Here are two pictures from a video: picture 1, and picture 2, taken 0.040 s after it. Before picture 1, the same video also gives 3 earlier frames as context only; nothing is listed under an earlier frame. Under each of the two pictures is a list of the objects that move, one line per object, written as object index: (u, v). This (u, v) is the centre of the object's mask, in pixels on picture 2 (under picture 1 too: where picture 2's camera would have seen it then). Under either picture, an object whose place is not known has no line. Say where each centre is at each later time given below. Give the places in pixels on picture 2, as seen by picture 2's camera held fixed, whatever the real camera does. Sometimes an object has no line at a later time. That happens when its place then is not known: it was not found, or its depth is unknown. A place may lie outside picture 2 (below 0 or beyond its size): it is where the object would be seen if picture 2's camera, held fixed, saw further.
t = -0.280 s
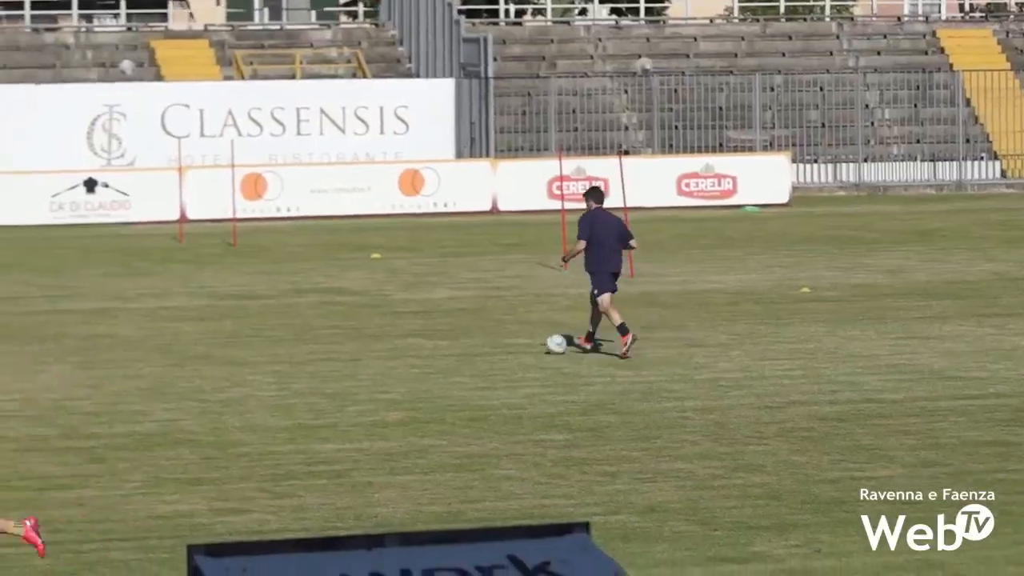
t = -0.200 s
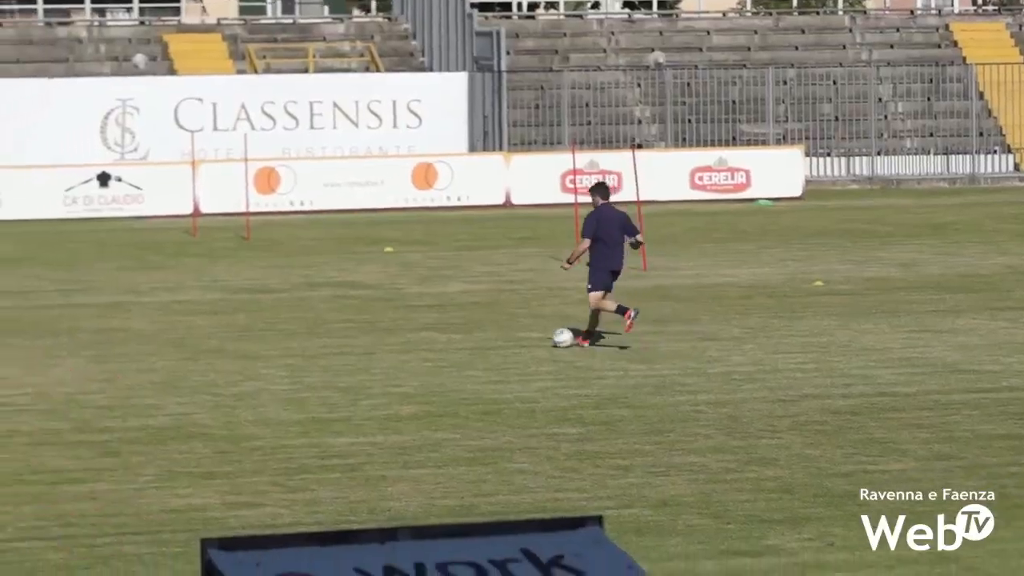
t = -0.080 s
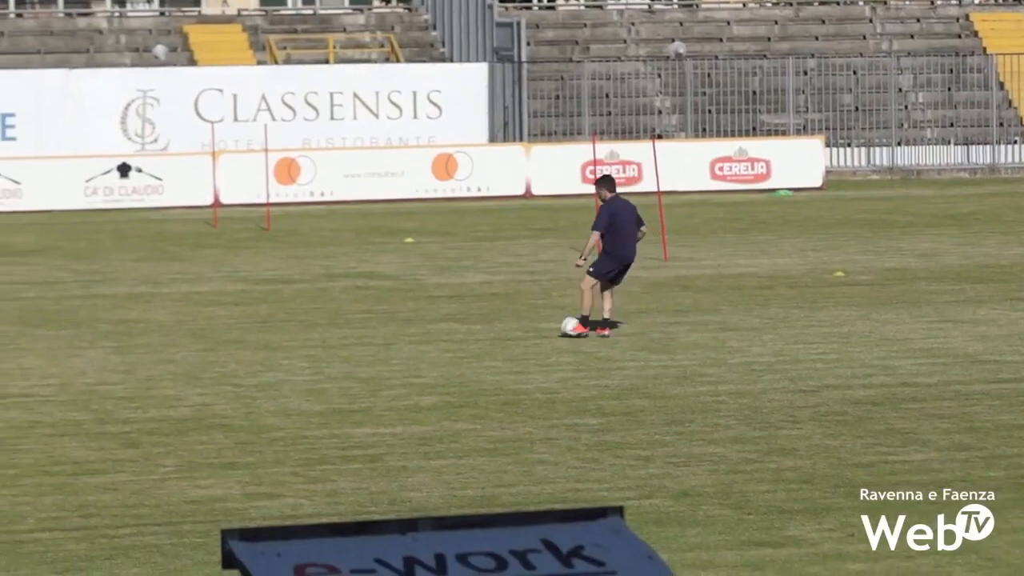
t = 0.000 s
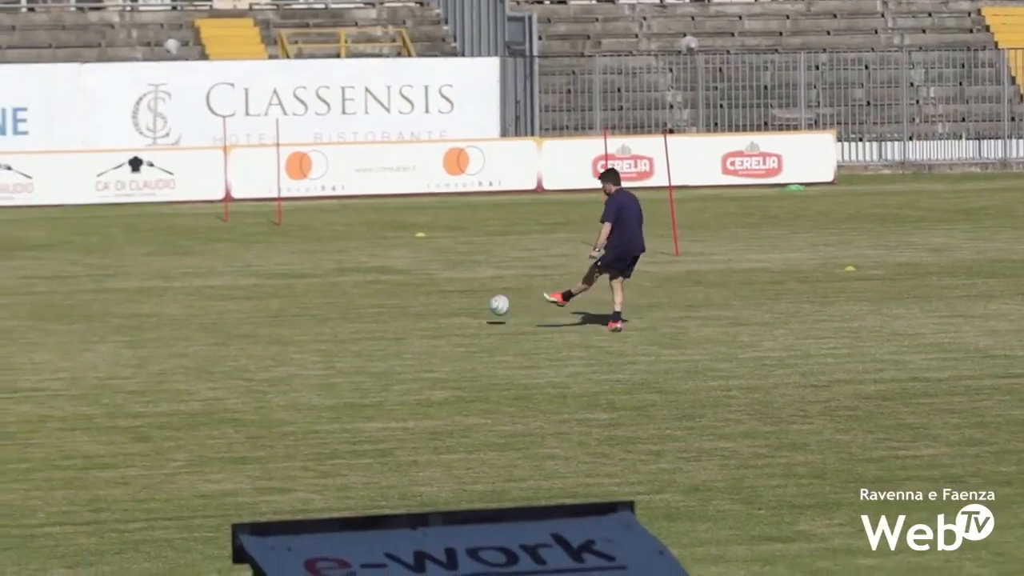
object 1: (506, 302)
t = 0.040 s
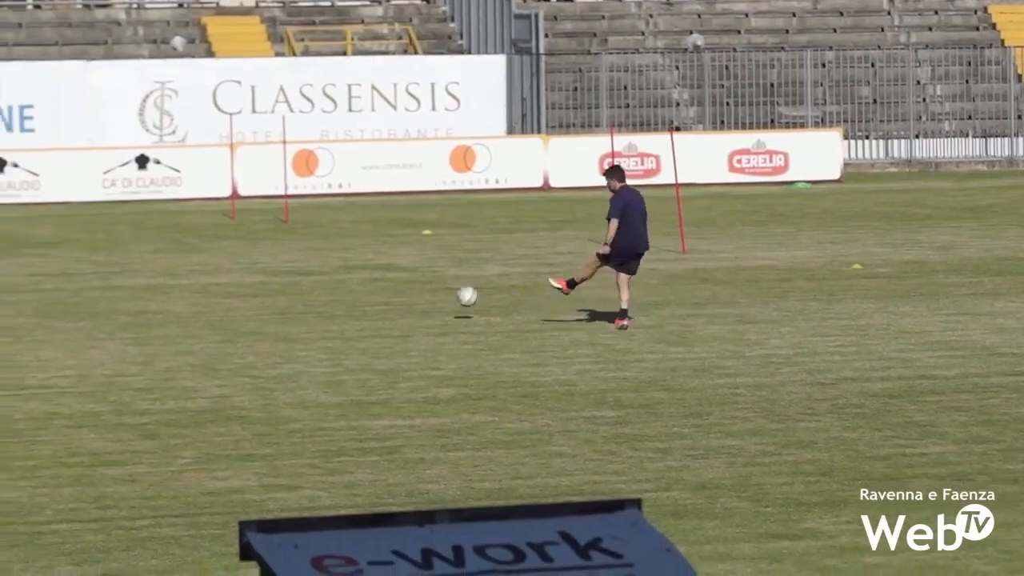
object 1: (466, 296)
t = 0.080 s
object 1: (429, 292)
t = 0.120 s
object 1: (394, 289)
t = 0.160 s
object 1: (359, 287)
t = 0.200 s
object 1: (326, 286)
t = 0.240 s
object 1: (294, 287)
